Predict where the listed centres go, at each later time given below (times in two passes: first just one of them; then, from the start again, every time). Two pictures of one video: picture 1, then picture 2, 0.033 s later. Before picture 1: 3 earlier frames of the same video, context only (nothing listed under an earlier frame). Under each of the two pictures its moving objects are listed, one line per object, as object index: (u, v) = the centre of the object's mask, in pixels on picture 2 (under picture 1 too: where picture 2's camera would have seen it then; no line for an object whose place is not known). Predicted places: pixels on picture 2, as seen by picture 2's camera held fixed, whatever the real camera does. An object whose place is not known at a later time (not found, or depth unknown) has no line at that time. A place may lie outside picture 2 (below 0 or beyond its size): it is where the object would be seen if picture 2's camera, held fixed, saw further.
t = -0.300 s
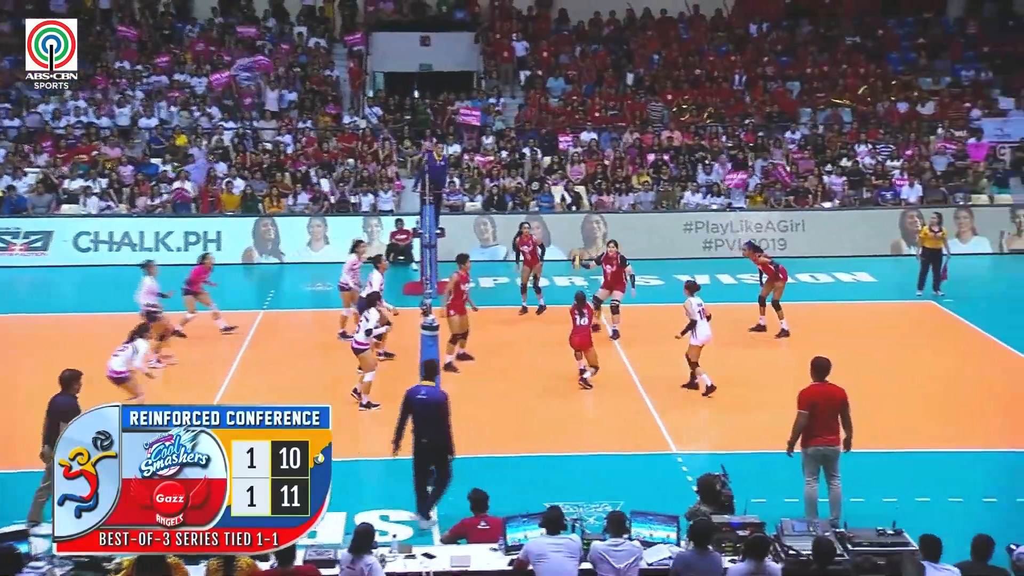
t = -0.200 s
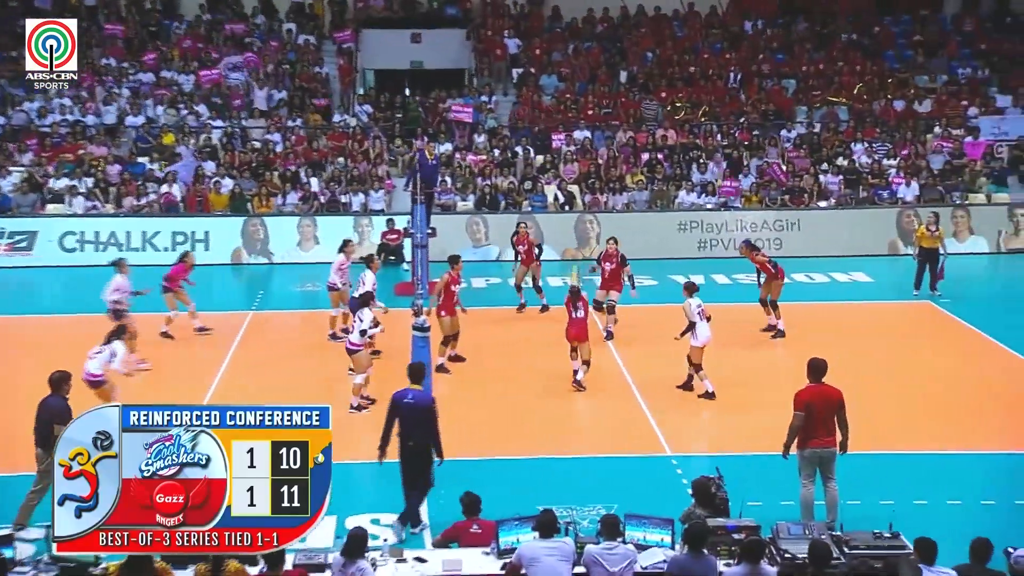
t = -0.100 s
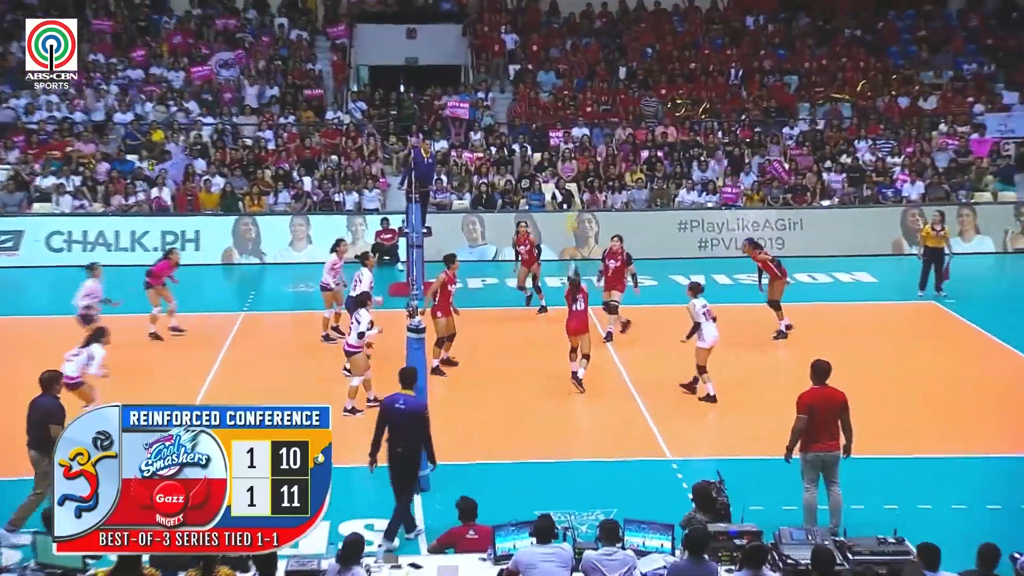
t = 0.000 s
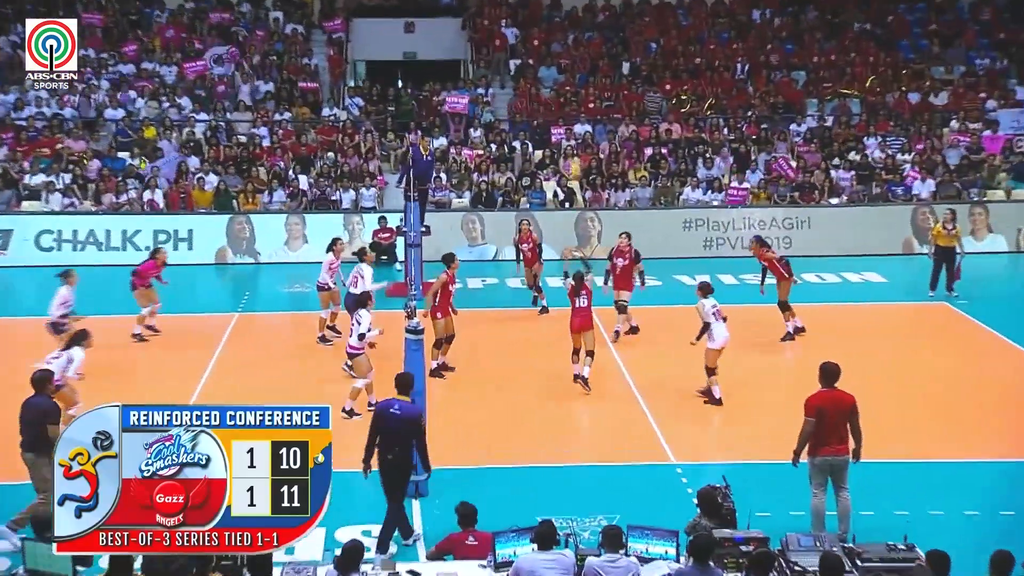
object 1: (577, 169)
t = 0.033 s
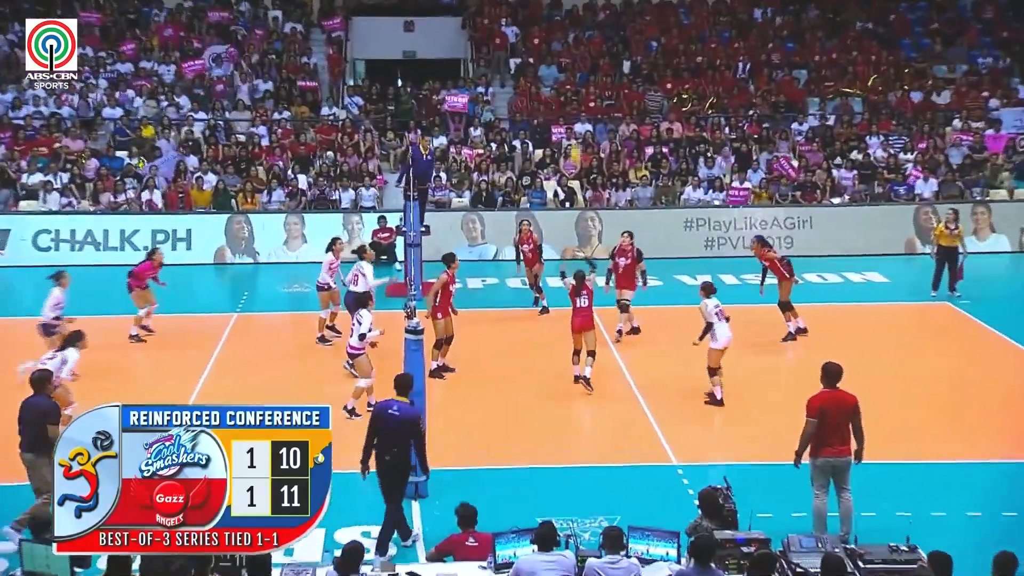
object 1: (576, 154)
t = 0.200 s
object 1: (578, 91)
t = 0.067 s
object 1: (575, 138)
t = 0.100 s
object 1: (576, 124)
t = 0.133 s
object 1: (576, 111)
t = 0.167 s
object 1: (577, 101)
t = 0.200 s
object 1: (578, 91)
